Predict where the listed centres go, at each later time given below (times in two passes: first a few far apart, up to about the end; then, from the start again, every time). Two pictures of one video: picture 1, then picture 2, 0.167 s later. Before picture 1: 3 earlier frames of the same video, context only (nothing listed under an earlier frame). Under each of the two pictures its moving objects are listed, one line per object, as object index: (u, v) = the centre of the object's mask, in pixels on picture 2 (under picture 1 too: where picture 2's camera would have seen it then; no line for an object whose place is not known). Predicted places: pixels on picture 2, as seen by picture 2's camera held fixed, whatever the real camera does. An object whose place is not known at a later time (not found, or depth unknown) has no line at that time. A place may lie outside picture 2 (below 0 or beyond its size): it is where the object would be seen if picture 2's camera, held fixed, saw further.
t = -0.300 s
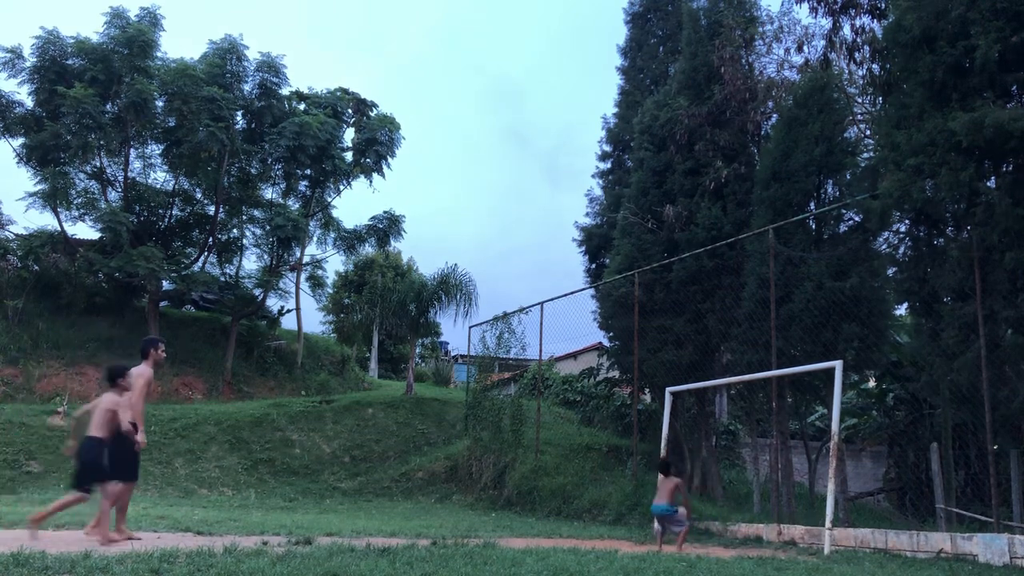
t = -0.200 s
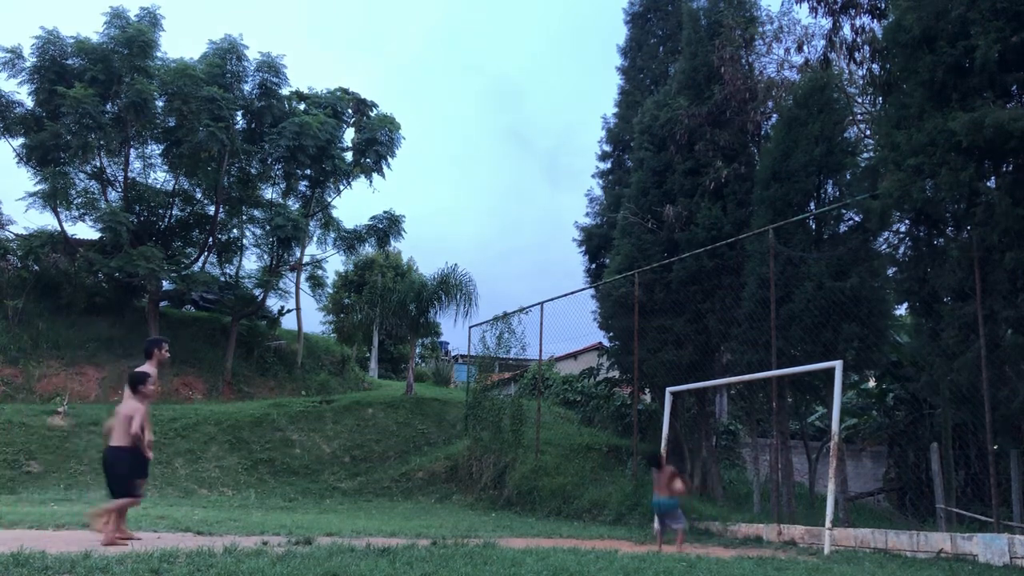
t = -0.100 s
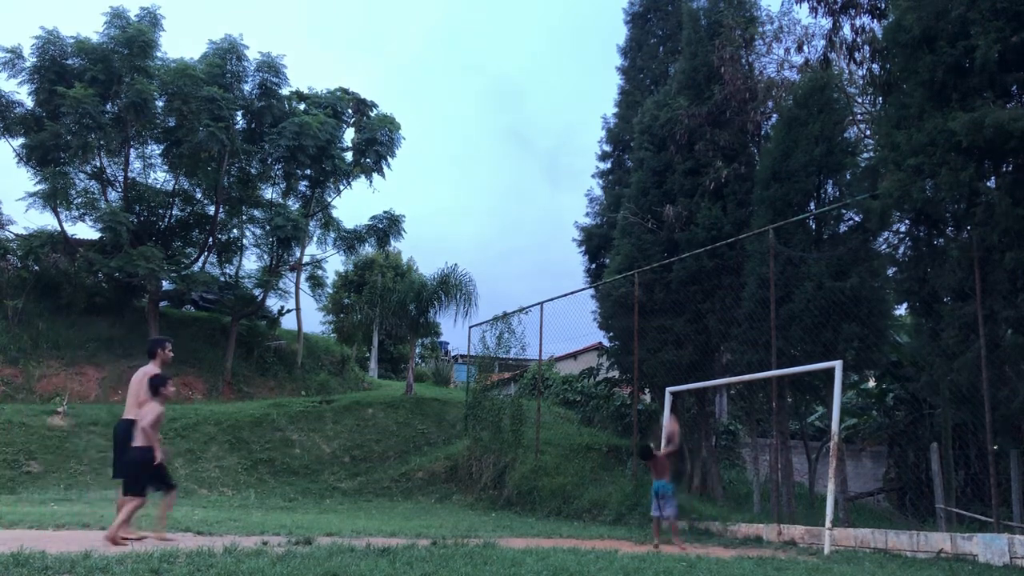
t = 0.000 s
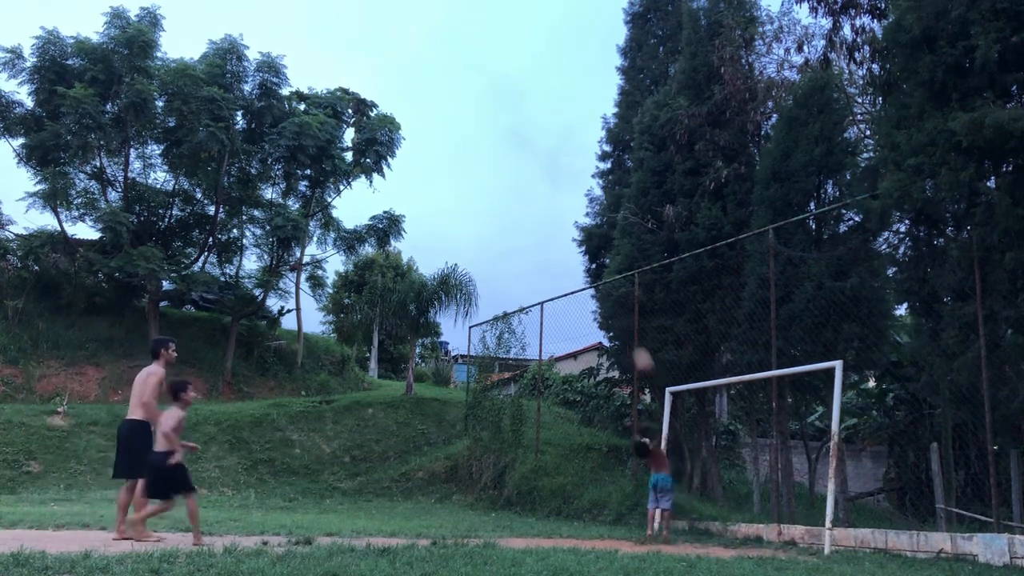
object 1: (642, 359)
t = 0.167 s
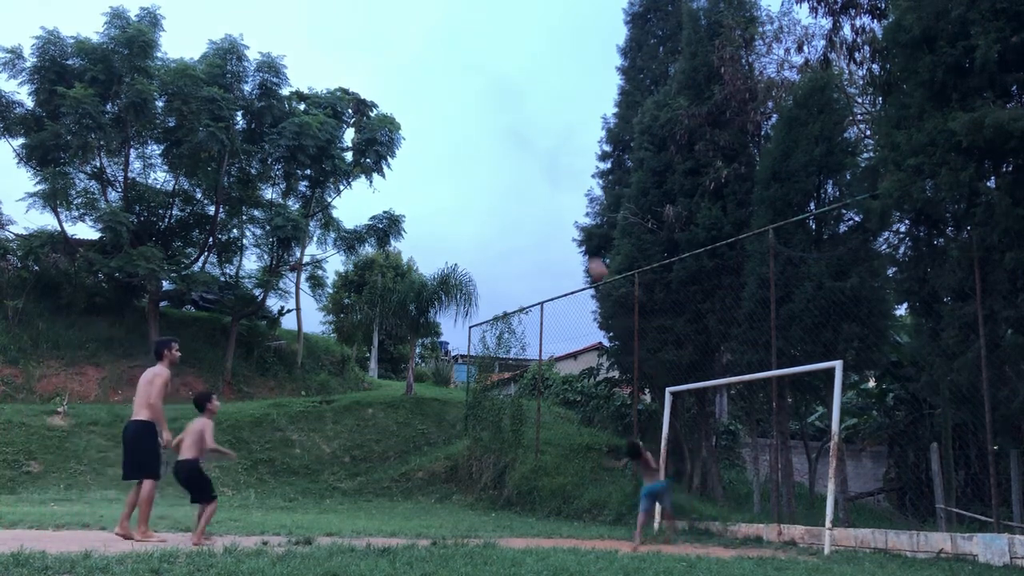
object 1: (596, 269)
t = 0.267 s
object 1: (568, 226)
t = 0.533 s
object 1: (487, 142)
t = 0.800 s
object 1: (390, 115)
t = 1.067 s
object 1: (265, 158)
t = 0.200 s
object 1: (589, 253)
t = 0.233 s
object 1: (578, 240)
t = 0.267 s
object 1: (568, 226)
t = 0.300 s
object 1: (559, 213)
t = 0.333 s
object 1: (549, 200)
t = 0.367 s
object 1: (539, 189)
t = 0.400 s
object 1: (529, 178)
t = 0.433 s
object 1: (519, 167)
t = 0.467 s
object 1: (509, 158)
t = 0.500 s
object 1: (498, 150)
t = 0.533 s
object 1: (487, 142)
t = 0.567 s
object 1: (476, 135)
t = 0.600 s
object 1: (464, 129)
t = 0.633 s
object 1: (453, 124)
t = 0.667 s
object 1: (440, 120)
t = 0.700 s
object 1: (429, 117)
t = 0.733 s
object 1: (416, 115)
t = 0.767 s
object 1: (403, 114)
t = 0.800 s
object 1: (390, 115)
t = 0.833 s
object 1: (375, 115)
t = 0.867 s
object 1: (361, 118)
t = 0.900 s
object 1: (346, 121)
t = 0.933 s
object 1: (331, 127)
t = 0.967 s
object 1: (316, 132)
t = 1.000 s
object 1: (299, 140)
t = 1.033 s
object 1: (283, 149)
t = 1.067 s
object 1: (265, 158)
